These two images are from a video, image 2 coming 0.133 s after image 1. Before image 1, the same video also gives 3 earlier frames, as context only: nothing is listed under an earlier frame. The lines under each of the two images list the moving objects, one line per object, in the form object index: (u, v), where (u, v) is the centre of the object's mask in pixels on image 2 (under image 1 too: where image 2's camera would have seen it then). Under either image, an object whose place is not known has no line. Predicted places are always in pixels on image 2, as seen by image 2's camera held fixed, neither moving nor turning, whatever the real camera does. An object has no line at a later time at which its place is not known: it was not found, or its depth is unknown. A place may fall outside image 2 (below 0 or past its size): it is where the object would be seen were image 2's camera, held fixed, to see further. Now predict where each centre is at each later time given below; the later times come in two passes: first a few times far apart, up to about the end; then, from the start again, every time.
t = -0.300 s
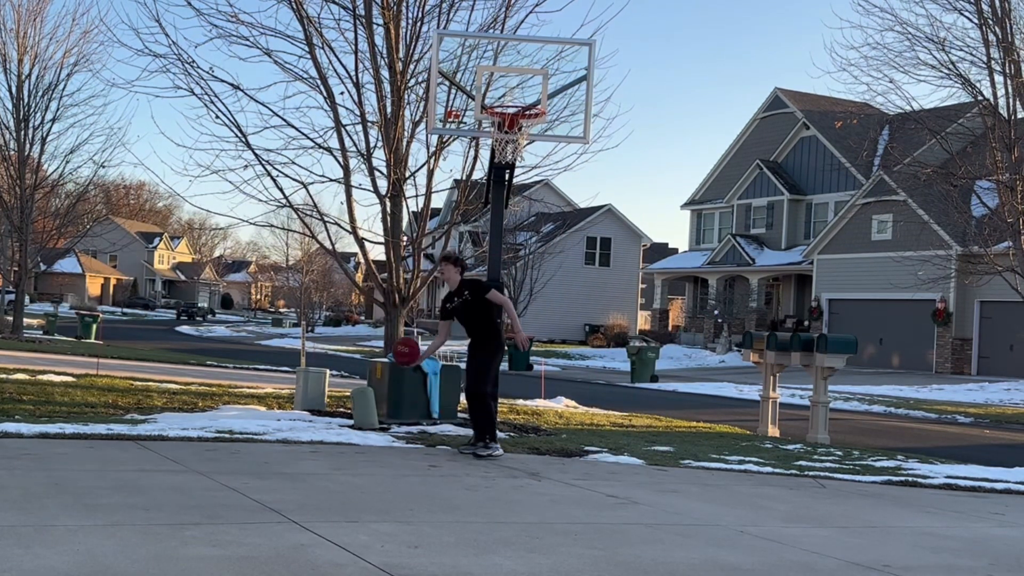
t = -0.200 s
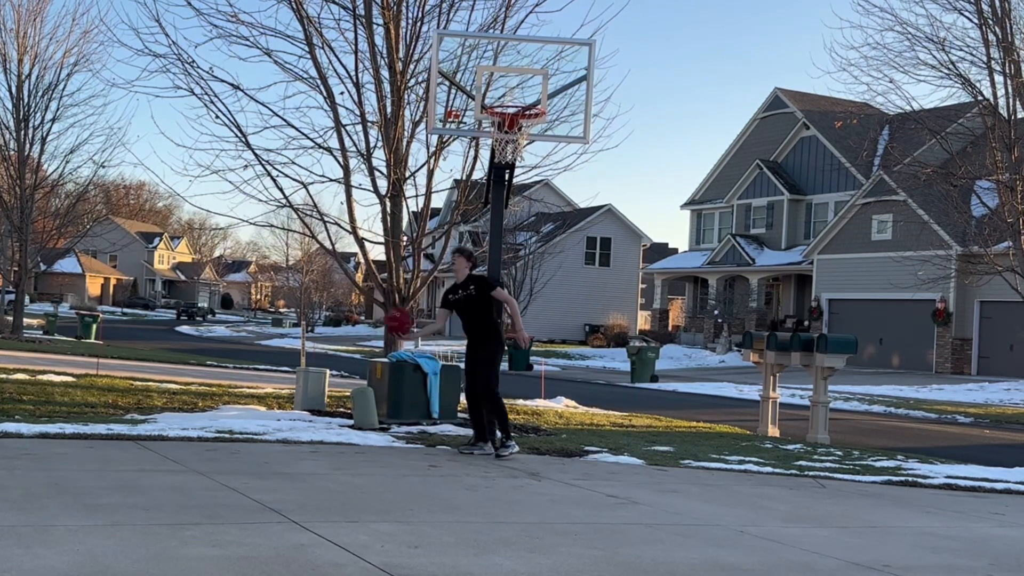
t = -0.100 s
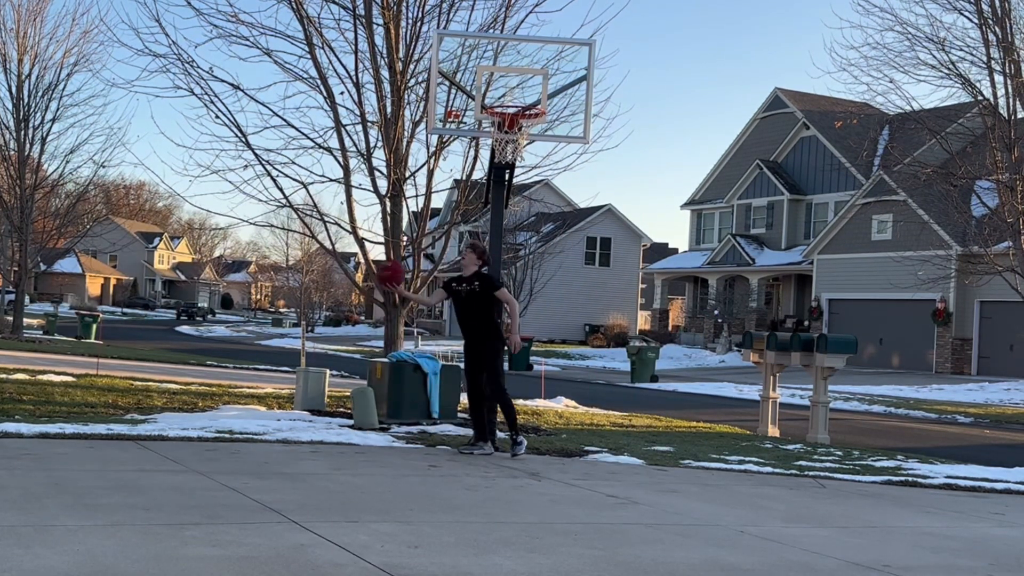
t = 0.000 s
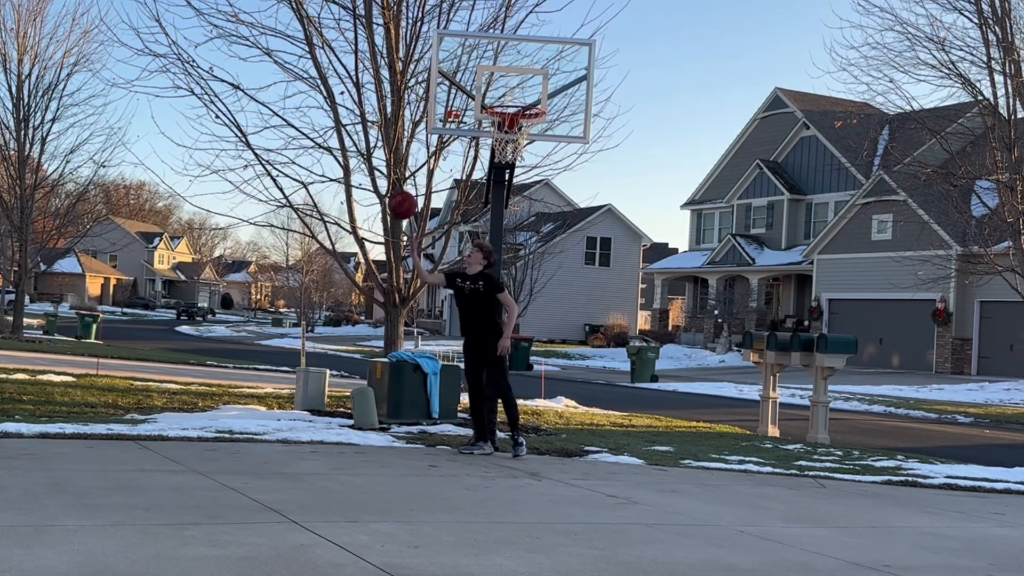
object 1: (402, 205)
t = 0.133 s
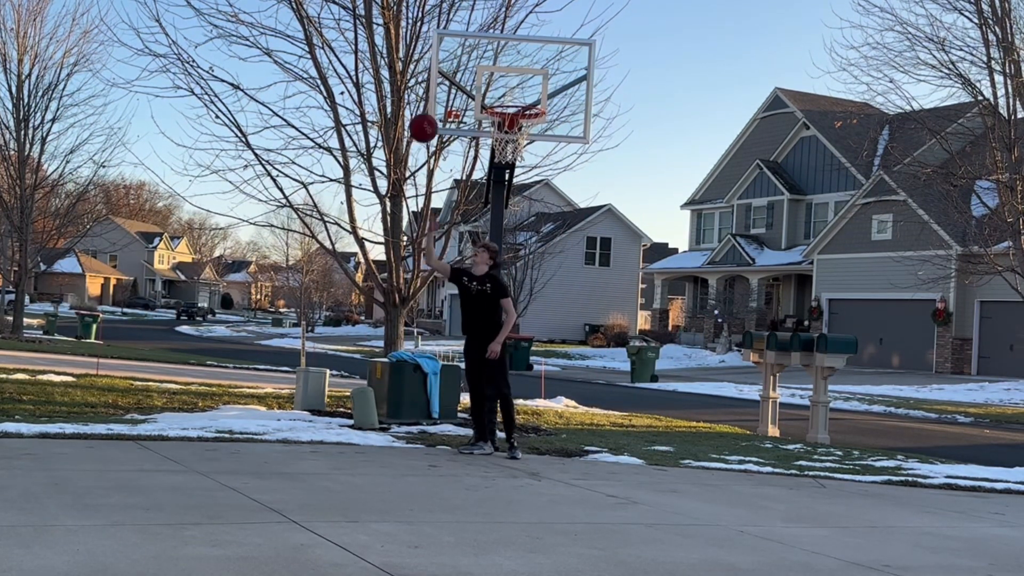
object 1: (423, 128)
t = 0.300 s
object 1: (448, 63)
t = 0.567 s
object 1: (480, 31)
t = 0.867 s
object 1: (507, 97)
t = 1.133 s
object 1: (518, 138)
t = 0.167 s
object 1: (429, 112)
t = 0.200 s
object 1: (434, 98)
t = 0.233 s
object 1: (439, 86)
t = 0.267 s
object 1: (443, 74)
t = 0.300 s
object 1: (448, 63)
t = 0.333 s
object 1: (453, 54)
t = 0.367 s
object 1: (457, 47)
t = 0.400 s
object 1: (461, 41)
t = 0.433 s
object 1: (466, 36)
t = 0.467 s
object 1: (470, 32)
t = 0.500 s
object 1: (473, 31)
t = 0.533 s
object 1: (477, 30)
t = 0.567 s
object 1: (480, 31)
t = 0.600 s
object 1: (484, 34)
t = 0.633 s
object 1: (487, 37)
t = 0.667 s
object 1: (490, 42)
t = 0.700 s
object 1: (493, 48)
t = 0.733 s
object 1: (496, 56)
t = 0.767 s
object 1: (499, 64)
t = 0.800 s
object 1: (502, 75)
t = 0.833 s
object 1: (505, 86)
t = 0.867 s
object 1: (507, 97)
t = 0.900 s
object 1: (511, 101)
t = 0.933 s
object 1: (516, 101)
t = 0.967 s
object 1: (521, 104)
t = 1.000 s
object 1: (528, 115)
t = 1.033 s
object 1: (525, 120)
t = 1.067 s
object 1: (524, 123)
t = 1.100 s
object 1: (520, 129)
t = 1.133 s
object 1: (518, 138)
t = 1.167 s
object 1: (513, 145)
